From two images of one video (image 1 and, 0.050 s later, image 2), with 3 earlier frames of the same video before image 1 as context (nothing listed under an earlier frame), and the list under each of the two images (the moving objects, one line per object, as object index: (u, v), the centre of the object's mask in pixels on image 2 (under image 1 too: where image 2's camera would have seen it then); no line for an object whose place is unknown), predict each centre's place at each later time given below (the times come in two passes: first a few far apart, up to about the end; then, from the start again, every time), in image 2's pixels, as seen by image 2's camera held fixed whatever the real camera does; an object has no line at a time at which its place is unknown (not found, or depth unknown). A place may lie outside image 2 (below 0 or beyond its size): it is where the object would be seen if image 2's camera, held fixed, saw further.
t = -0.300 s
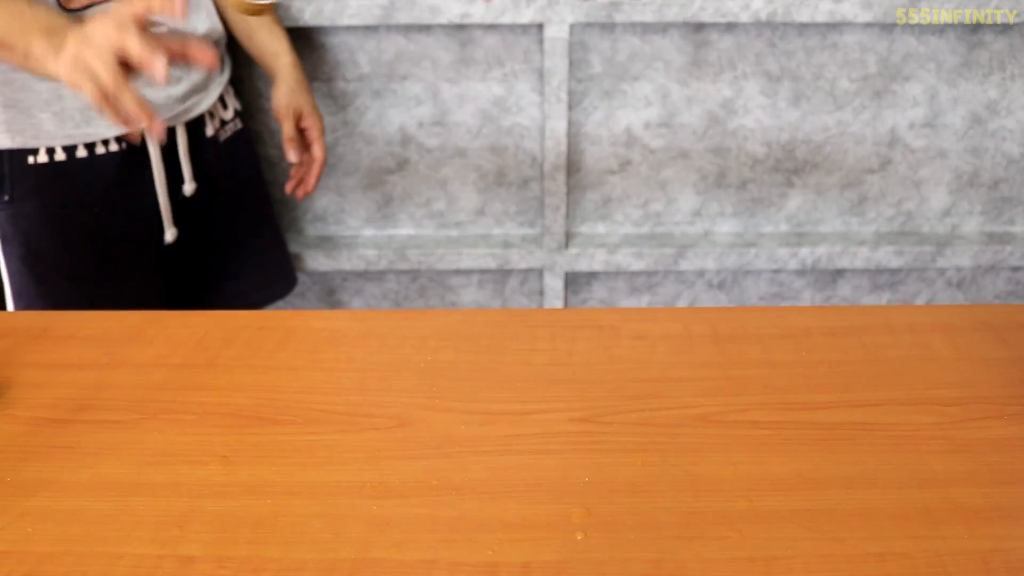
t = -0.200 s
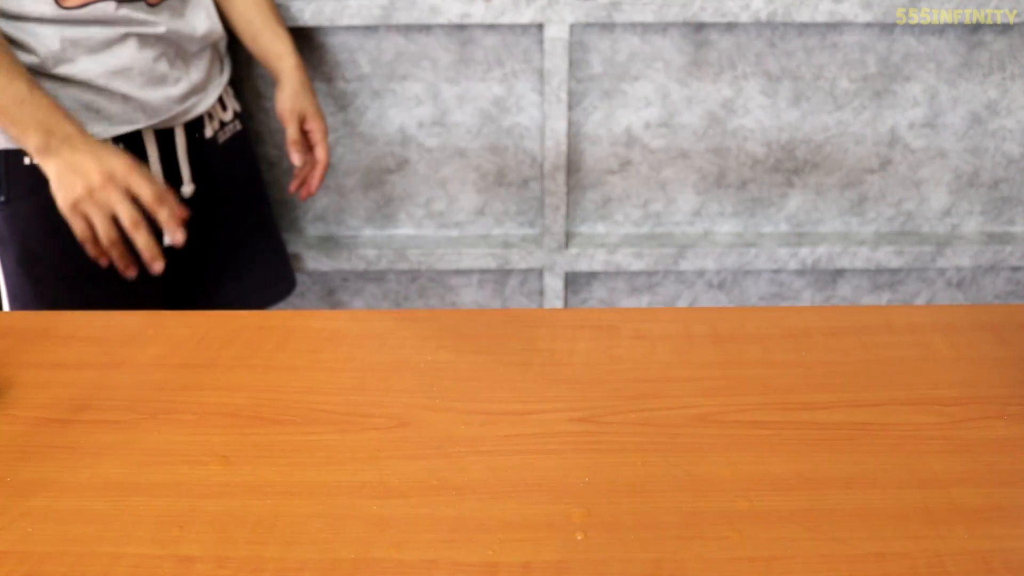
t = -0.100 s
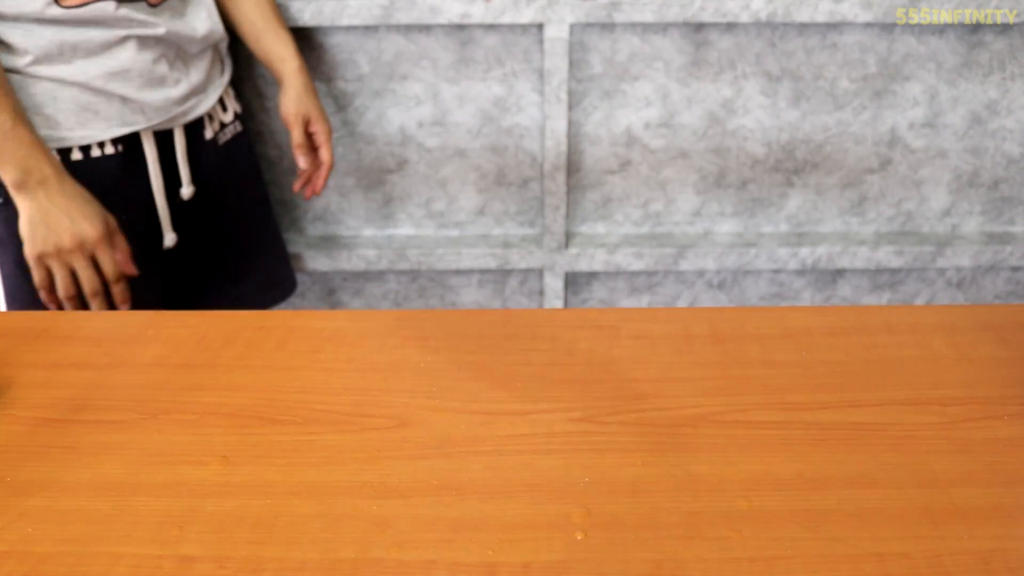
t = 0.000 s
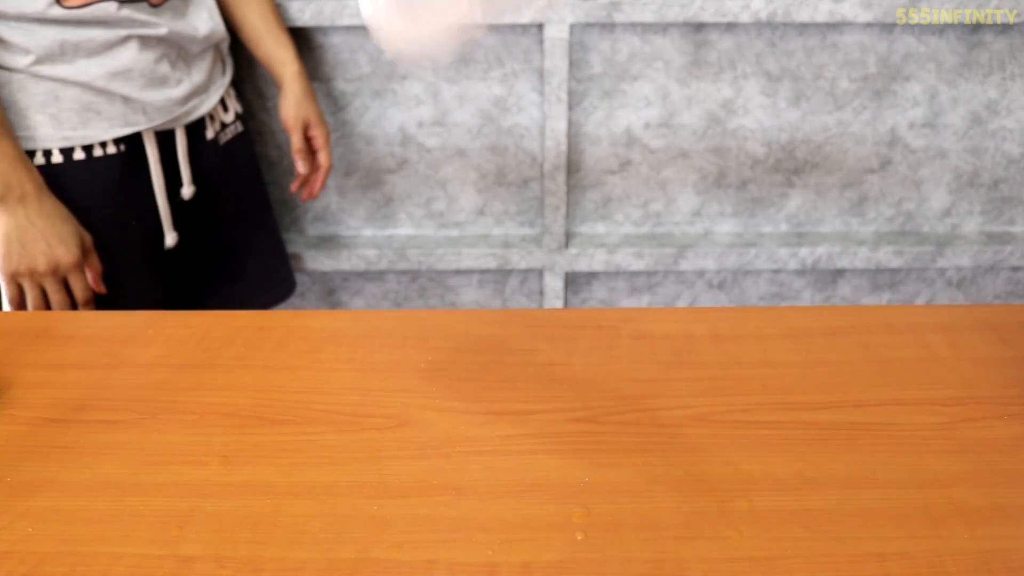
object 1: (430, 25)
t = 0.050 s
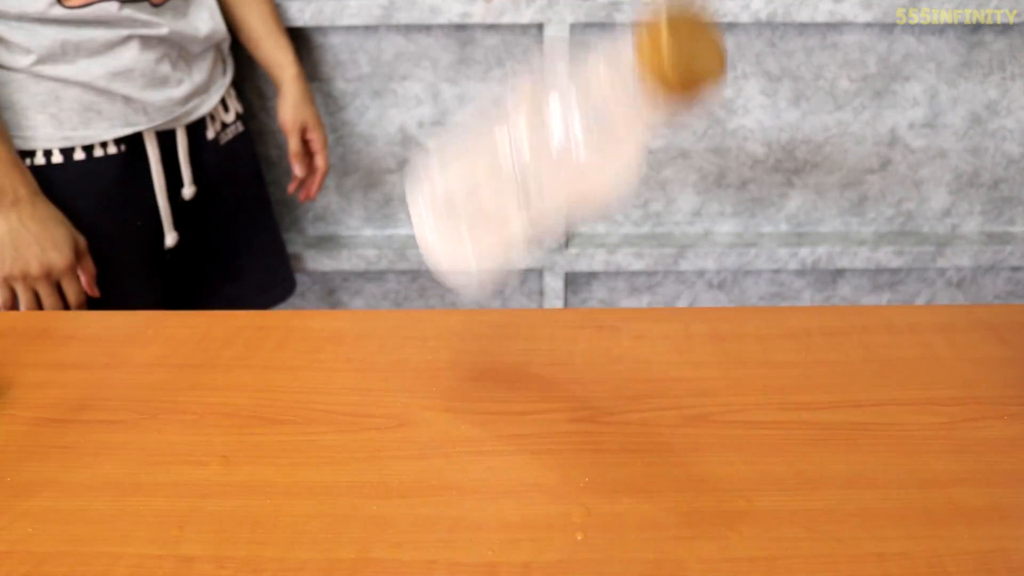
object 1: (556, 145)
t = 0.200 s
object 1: (656, 468)
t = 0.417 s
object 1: (695, 484)
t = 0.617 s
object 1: (722, 492)
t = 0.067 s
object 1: (570, 229)
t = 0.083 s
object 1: (583, 305)
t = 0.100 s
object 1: (616, 349)
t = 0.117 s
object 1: (628, 403)
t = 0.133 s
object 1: (624, 444)
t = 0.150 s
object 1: (630, 446)
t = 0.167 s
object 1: (638, 449)
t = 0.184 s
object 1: (651, 461)
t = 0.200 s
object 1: (656, 468)
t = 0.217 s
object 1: (662, 475)
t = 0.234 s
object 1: (667, 477)
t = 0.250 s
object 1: (670, 478)
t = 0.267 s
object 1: (674, 480)
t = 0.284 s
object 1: (678, 482)
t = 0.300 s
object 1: (684, 484)
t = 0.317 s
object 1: (687, 484)
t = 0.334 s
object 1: (690, 484)
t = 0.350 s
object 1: (691, 484)
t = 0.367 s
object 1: (692, 484)
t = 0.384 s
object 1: (693, 484)
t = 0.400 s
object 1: (693, 484)
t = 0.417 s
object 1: (695, 484)
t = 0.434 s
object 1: (696, 485)
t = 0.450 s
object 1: (698, 486)
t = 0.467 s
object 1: (700, 486)
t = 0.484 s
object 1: (701, 487)
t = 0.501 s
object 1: (703, 488)
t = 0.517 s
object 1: (705, 489)
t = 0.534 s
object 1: (708, 489)
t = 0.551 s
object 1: (711, 490)
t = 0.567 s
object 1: (714, 491)
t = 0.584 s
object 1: (717, 491)
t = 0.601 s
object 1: (720, 491)
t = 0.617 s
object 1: (722, 492)
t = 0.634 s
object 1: (723, 492)
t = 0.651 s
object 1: (725, 492)
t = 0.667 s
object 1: (725, 492)
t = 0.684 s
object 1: (726, 492)
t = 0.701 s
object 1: (726, 492)
